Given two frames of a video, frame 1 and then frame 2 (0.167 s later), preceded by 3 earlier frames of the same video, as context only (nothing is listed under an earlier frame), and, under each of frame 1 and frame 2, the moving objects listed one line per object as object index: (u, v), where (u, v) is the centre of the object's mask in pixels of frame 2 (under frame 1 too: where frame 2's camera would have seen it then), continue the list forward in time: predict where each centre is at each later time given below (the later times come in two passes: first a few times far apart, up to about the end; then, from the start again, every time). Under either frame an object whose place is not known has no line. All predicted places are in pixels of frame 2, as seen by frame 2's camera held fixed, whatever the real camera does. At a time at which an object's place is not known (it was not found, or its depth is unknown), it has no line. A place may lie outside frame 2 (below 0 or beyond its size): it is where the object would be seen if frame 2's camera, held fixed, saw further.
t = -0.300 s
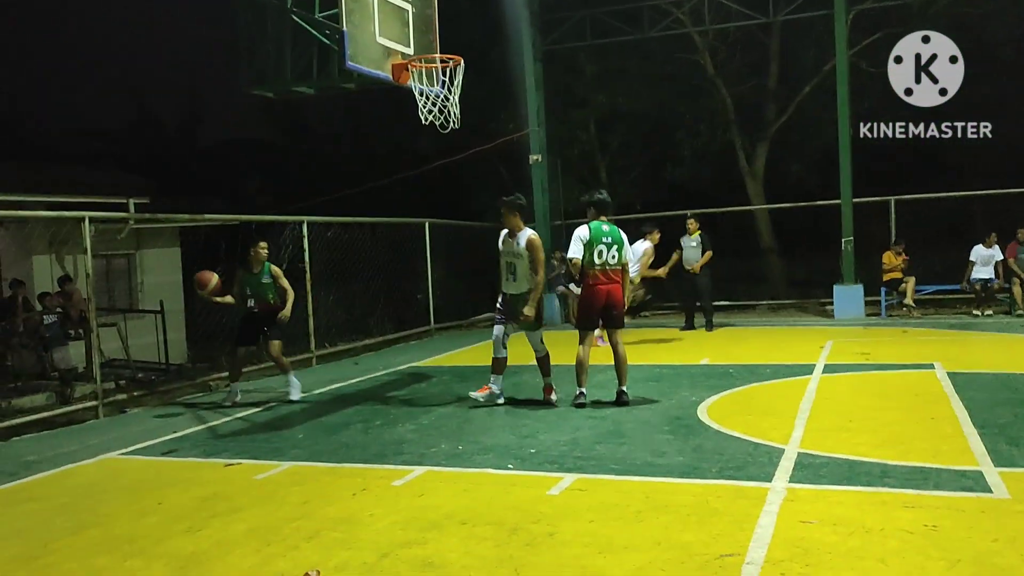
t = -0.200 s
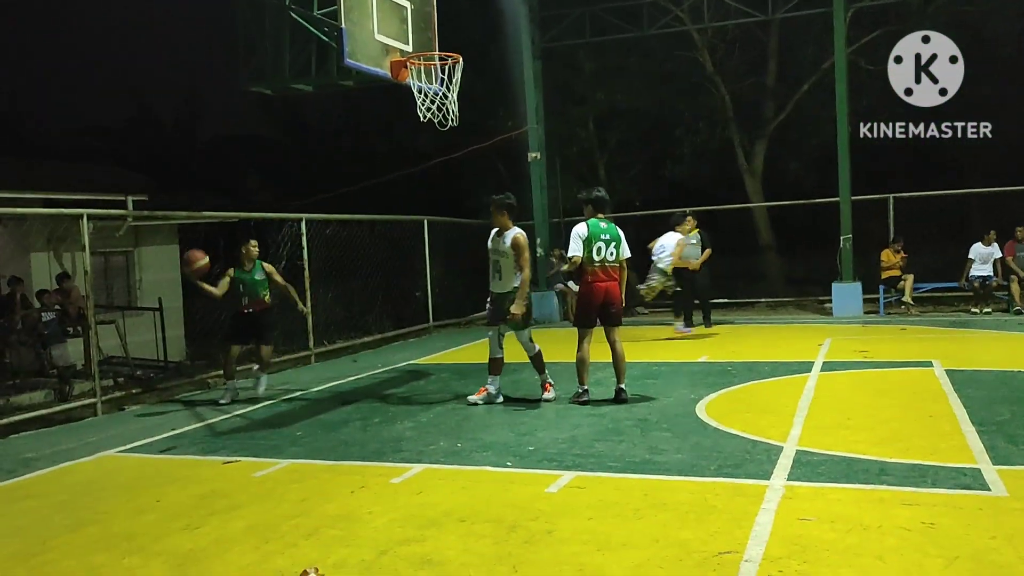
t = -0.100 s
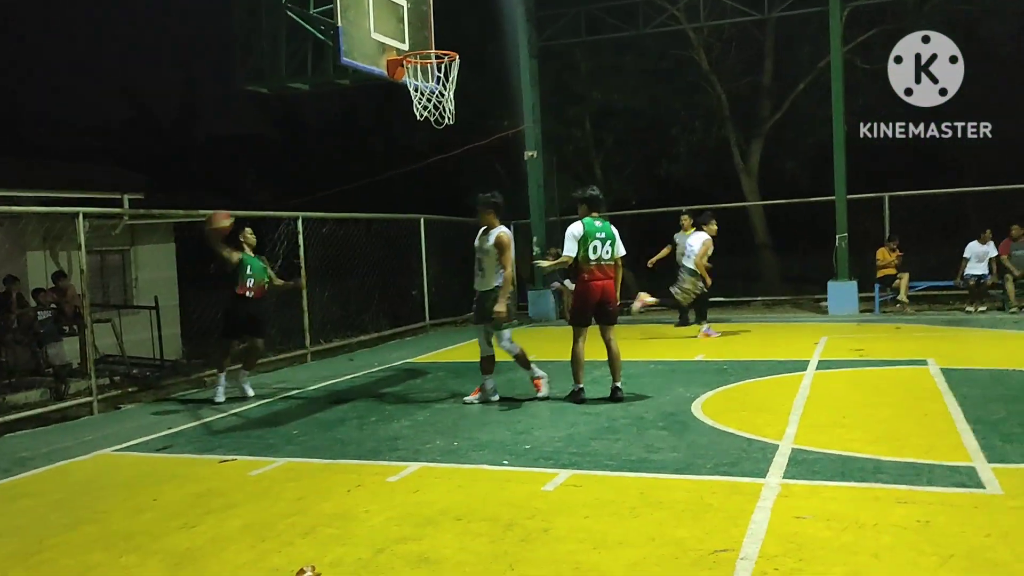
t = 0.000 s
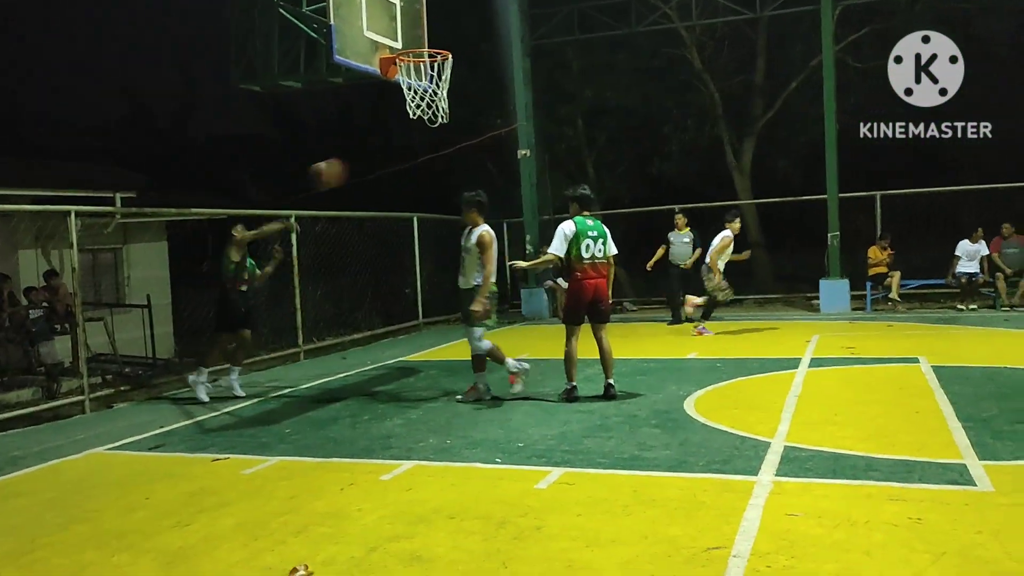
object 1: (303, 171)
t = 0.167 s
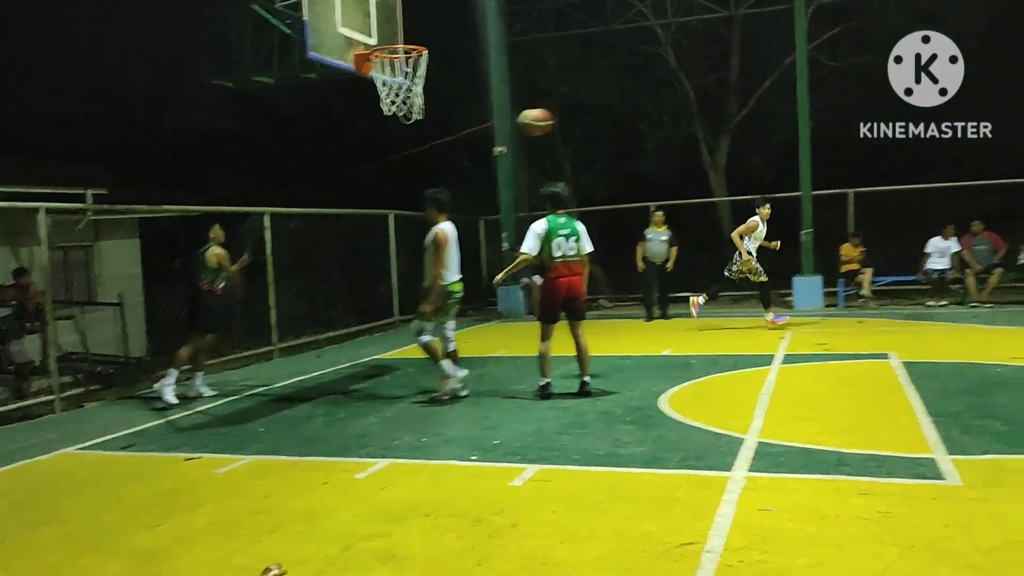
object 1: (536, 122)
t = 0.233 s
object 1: (624, 110)
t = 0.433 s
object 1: (875, 101)
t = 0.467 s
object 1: (914, 103)
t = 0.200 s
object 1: (580, 115)
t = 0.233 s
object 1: (624, 110)
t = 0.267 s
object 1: (668, 106)
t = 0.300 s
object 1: (710, 103)
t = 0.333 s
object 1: (753, 101)
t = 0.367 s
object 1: (794, 100)
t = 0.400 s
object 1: (834, 100)
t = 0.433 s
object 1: (875, 101)
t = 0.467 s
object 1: (914, 103)
